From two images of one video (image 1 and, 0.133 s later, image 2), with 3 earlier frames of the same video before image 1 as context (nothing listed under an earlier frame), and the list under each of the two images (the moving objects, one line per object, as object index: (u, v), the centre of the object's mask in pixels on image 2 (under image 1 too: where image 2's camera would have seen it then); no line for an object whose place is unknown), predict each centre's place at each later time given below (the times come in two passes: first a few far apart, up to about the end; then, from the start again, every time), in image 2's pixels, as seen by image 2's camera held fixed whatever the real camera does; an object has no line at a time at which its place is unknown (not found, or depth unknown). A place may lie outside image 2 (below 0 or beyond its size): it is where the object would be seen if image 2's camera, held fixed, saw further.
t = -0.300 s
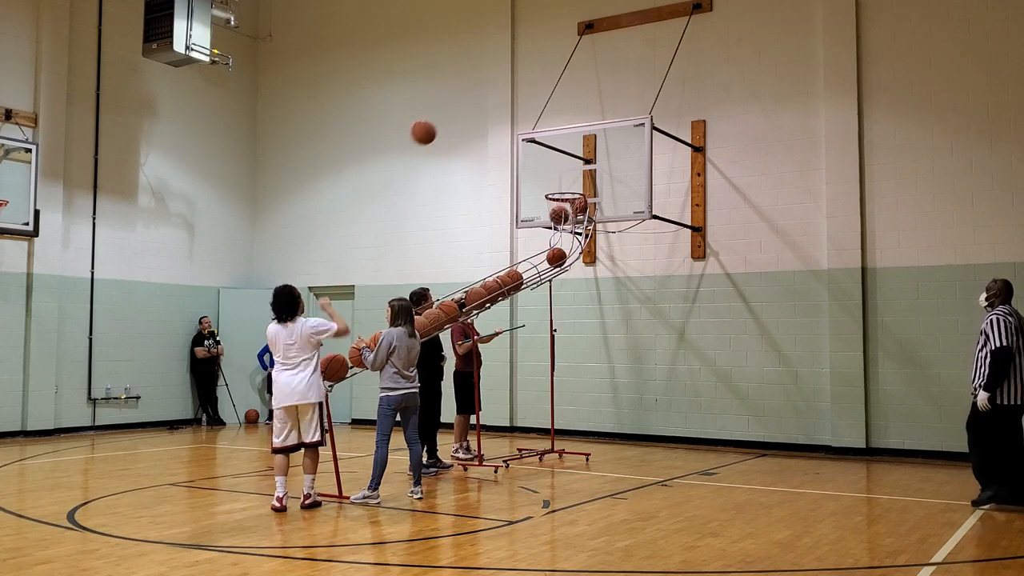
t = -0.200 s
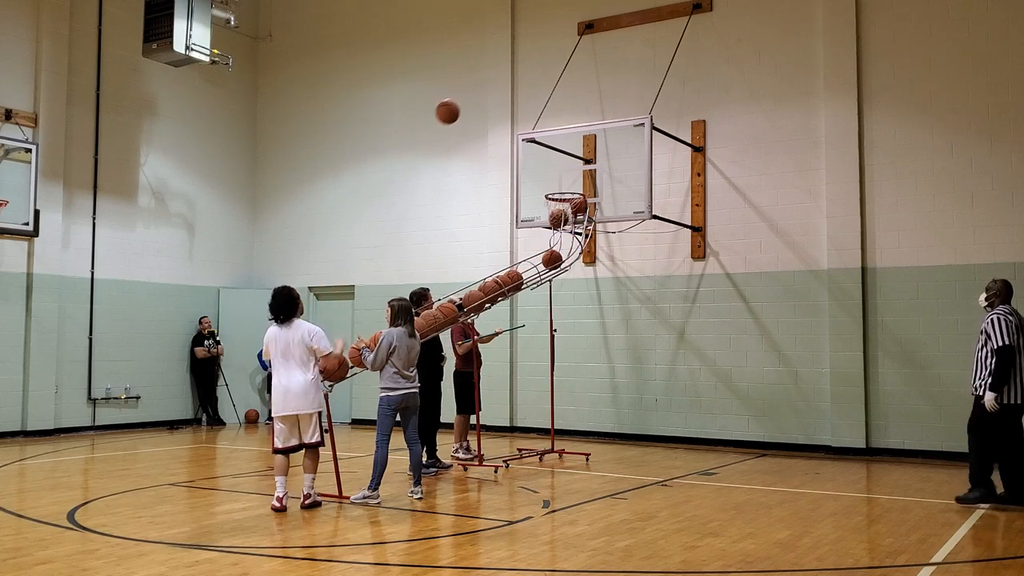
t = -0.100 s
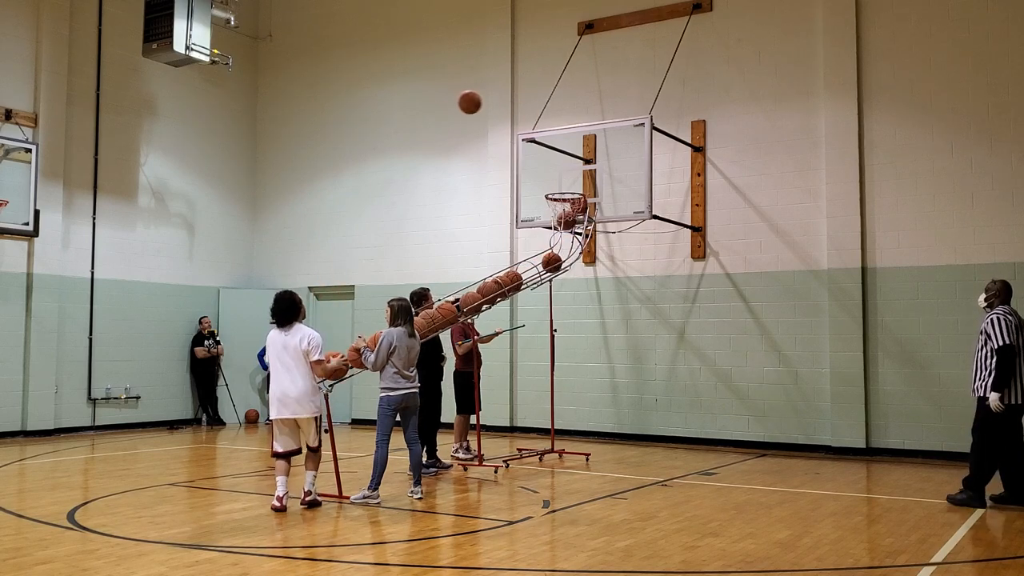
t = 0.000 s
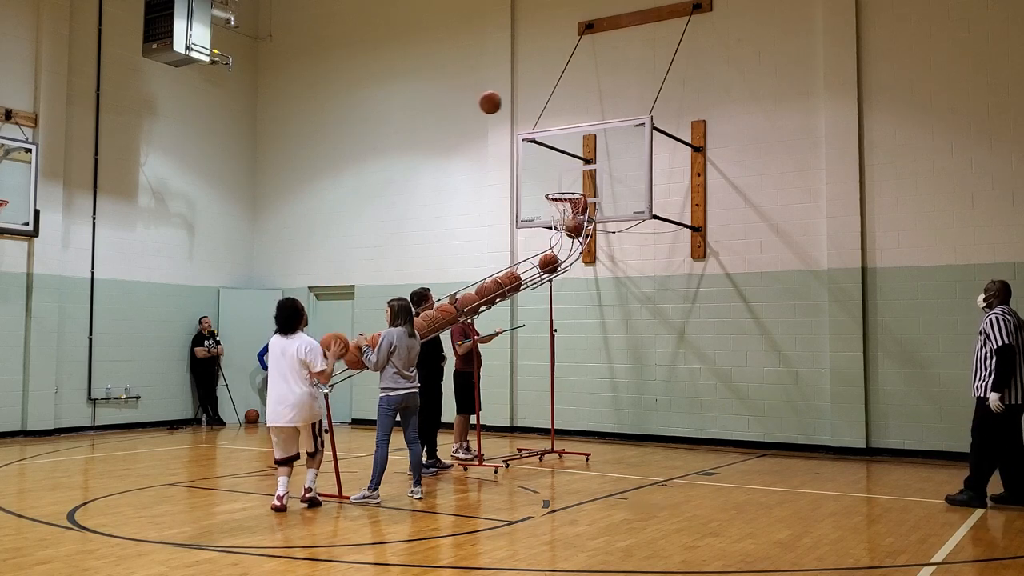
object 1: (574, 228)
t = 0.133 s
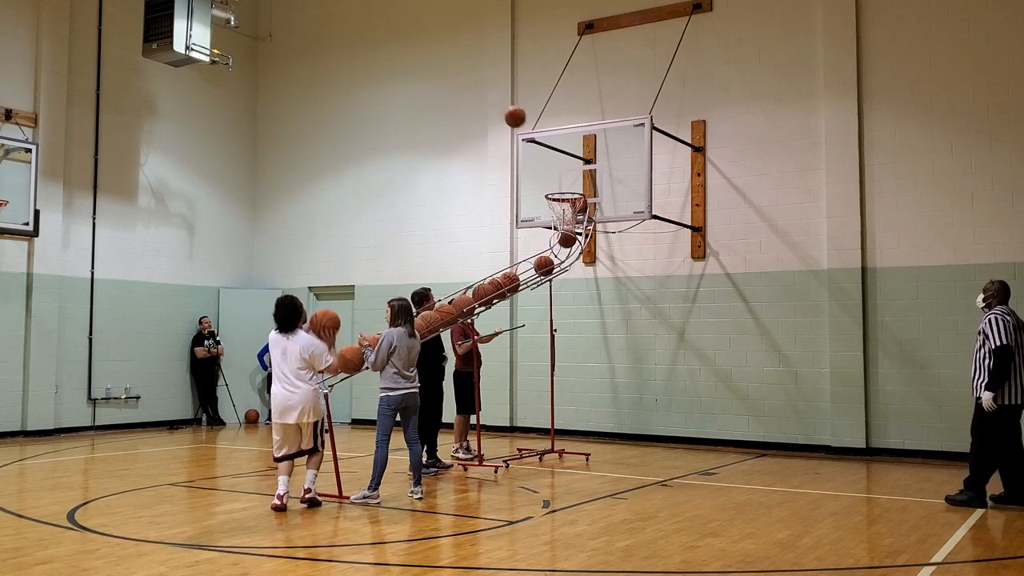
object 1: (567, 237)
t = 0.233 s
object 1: (564, 243)
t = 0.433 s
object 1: (556, 255)
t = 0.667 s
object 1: (550, 261)
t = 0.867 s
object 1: (540, 266)
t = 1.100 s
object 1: (528, 273)
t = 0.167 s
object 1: (564, 241)
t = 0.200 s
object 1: (564, 242)
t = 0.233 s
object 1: (564, 243)
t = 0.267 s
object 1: (563, 246)
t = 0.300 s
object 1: (563, 248)
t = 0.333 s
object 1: (563, 252)
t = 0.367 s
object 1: (562, 256)
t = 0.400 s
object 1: (559, 255)
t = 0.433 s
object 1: (556, 255)
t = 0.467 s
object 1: (554, 258)
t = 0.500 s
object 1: (553, 259)
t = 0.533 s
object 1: (553, 259)
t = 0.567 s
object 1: (553, 259)
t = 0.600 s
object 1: (553, 260)
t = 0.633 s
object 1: (552, 261)
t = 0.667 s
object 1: (550, 261)
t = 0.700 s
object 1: (549, 262)
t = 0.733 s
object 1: (547, 264)
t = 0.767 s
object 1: (545, 265)
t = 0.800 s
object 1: (544, 265)
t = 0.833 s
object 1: (542, 266)
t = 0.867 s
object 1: (540, 266)
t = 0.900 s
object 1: (537, 267)
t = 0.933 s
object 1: (536, 268)
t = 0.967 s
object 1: (534, 269)
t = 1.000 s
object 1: (533, 269)
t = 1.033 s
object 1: (530, 271)
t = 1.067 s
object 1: (530, 272)
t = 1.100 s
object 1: (528, 273)
